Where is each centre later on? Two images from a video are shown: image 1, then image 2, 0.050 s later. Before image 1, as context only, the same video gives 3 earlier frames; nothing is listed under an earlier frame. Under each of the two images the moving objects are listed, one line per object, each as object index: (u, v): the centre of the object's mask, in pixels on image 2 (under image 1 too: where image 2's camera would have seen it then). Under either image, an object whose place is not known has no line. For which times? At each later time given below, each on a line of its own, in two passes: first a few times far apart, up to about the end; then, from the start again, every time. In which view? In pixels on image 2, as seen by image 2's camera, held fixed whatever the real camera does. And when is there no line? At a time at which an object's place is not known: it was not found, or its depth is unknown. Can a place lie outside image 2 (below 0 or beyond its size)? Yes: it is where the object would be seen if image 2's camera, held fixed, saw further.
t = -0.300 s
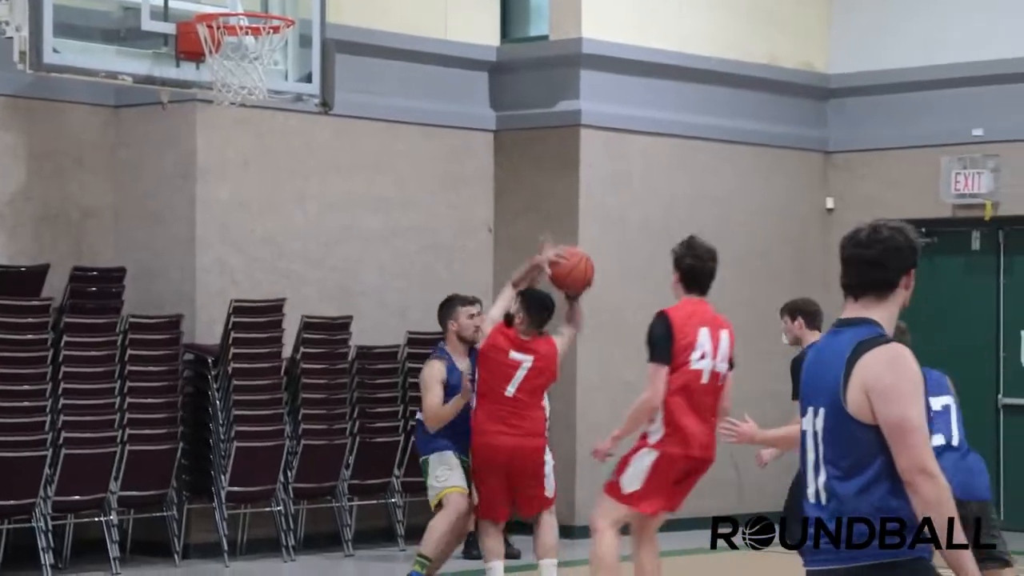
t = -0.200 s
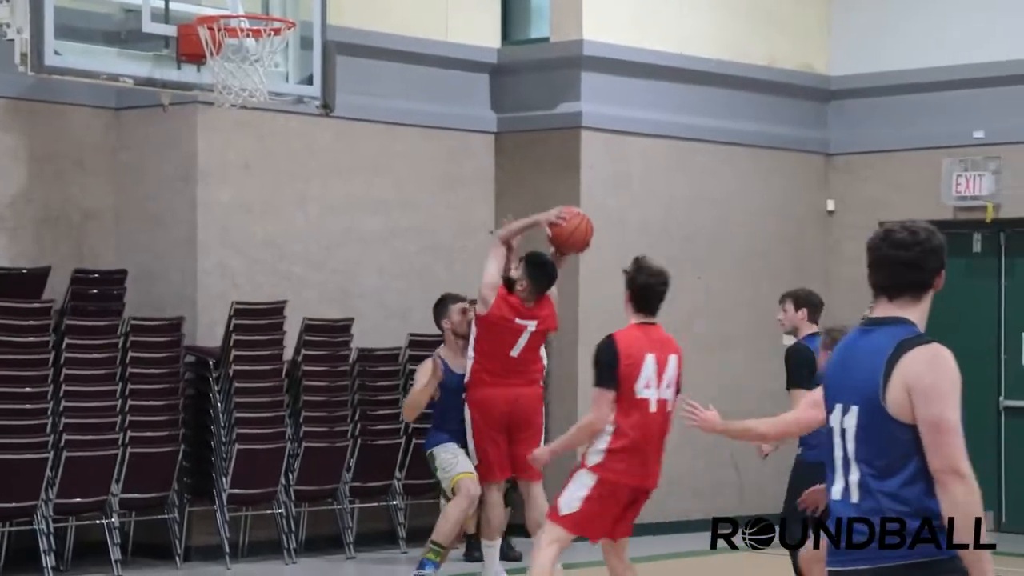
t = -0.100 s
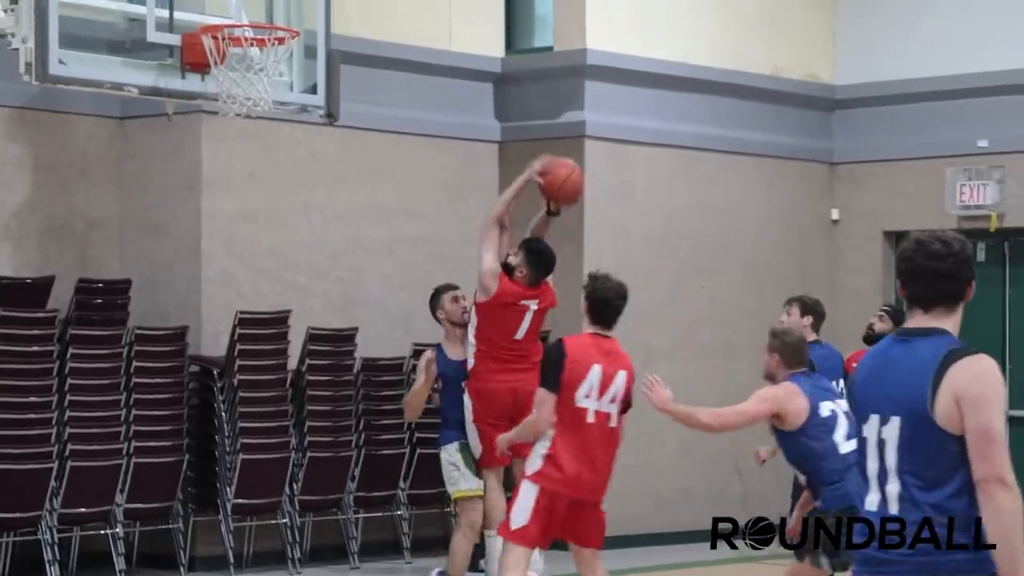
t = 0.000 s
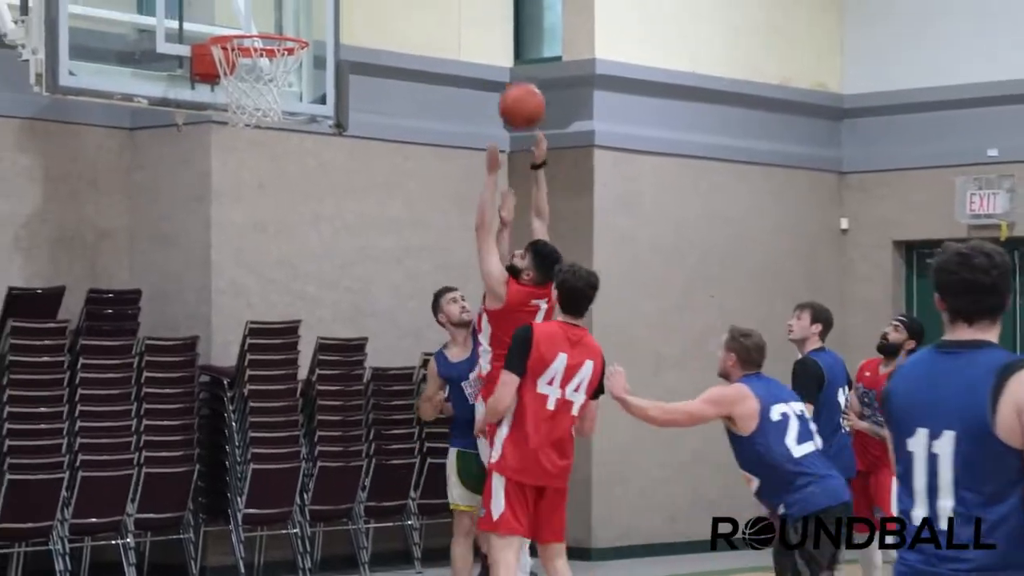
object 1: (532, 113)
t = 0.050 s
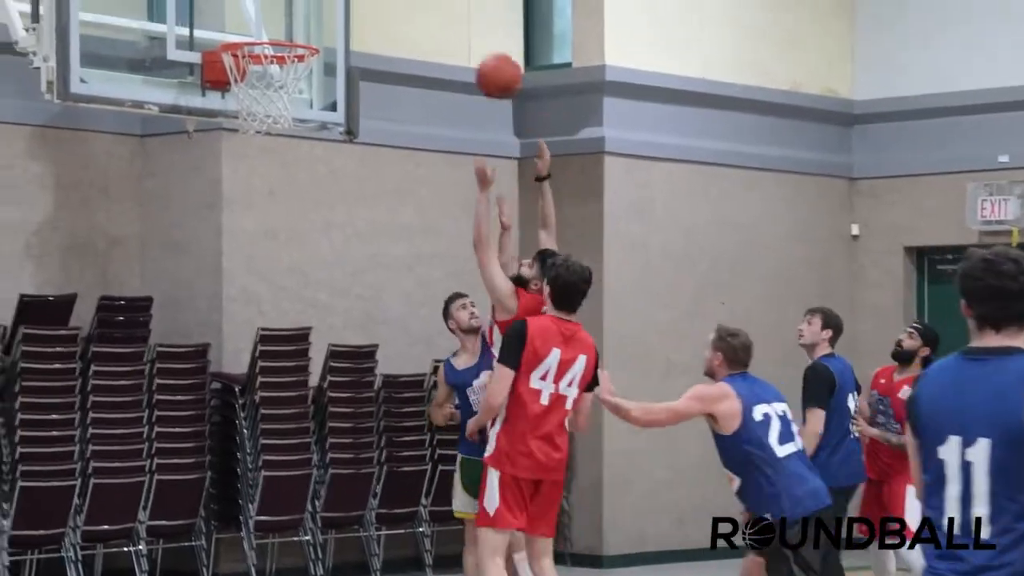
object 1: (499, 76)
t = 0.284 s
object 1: (338, -38)
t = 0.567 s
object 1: (317, -29)
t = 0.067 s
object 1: (487, 64)
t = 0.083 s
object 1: (476, 53)
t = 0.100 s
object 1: (464, 43)
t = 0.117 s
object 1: (453, 32)
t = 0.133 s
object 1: (441, 22)
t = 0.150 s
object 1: (430, 14)
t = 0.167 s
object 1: (418, 5)
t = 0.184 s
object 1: (407, -3)
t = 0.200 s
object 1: (396, -11)
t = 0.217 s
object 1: (384, -17)
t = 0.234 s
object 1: (373, -24)
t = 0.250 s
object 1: (362, -29)
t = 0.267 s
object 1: (350, -34)
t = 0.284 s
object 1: (338, -38)
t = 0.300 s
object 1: (327, -42)
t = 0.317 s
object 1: (316, -45)
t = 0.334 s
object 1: (304, -48)
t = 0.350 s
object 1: (292, -51)
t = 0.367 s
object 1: (287, -52)
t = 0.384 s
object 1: (289, -54)
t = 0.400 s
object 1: (292, -55)
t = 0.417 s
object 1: (294, -56)
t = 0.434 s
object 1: (296, -55)
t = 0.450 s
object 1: (298, -54)
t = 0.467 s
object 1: (300, -52)
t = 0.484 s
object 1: (302, -50)
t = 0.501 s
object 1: (305, -47)
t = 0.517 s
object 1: (308, -43)
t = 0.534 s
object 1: (311, -39)
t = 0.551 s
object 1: (314, -34)
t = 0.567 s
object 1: (317, -29)
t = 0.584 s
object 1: (319, -23)
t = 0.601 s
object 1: (321, -16)
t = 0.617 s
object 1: (323, -9)
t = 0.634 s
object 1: (325, -1)
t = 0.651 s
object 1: (328, 9)
